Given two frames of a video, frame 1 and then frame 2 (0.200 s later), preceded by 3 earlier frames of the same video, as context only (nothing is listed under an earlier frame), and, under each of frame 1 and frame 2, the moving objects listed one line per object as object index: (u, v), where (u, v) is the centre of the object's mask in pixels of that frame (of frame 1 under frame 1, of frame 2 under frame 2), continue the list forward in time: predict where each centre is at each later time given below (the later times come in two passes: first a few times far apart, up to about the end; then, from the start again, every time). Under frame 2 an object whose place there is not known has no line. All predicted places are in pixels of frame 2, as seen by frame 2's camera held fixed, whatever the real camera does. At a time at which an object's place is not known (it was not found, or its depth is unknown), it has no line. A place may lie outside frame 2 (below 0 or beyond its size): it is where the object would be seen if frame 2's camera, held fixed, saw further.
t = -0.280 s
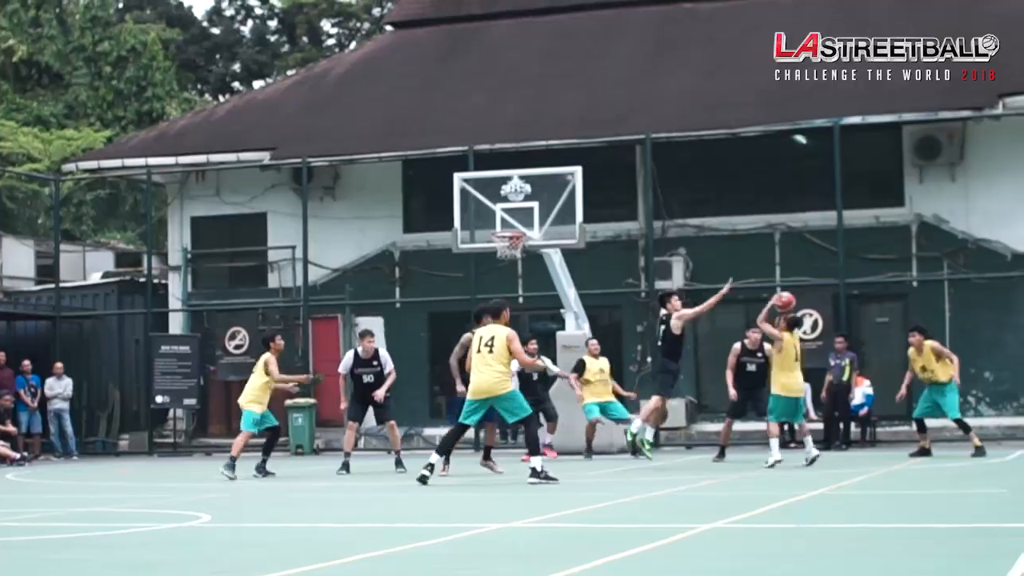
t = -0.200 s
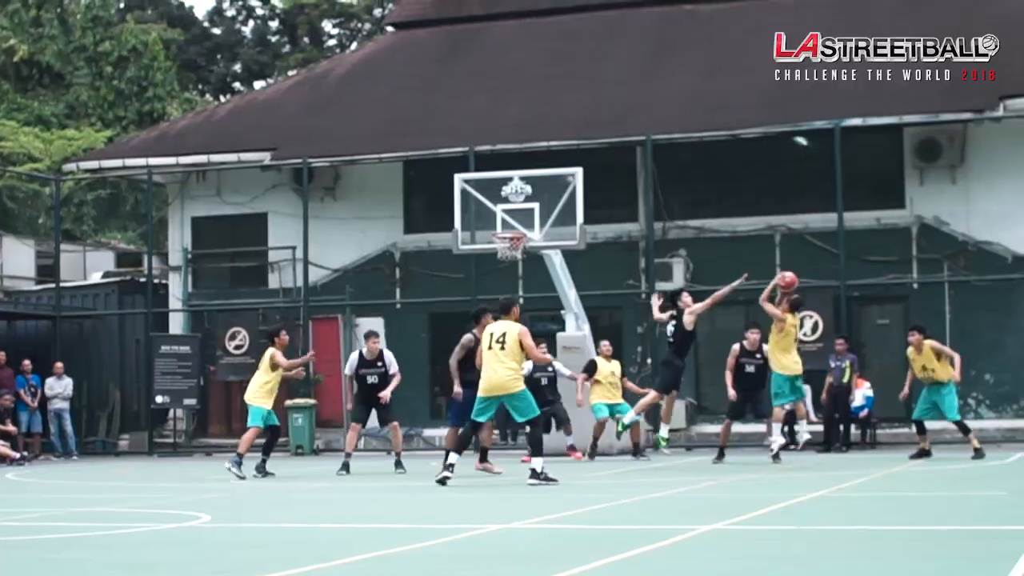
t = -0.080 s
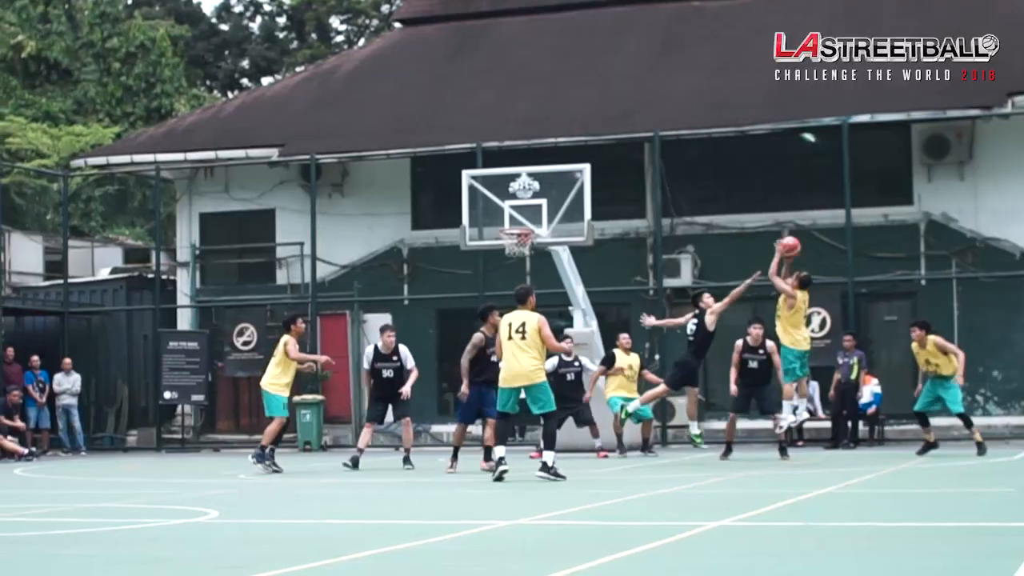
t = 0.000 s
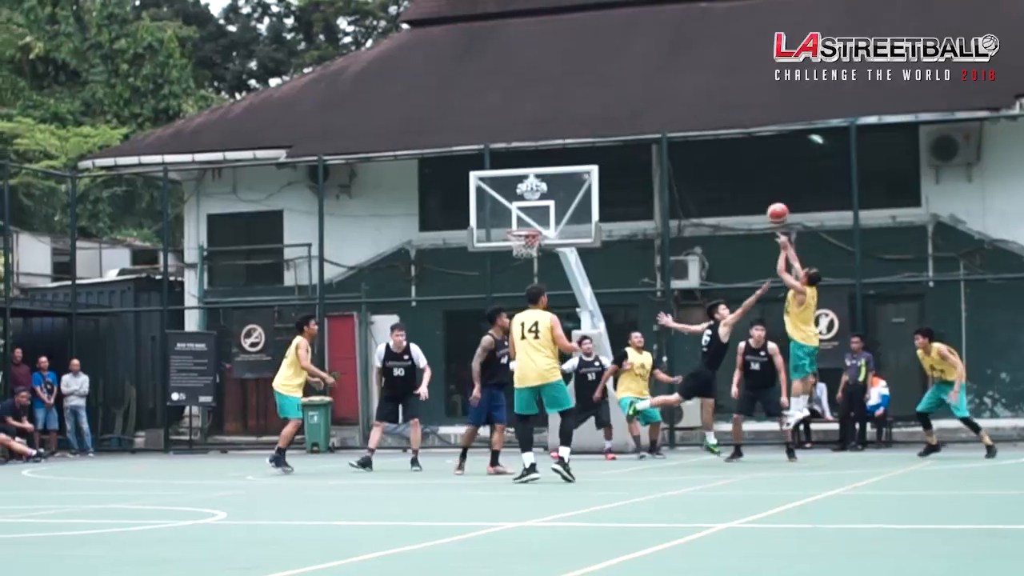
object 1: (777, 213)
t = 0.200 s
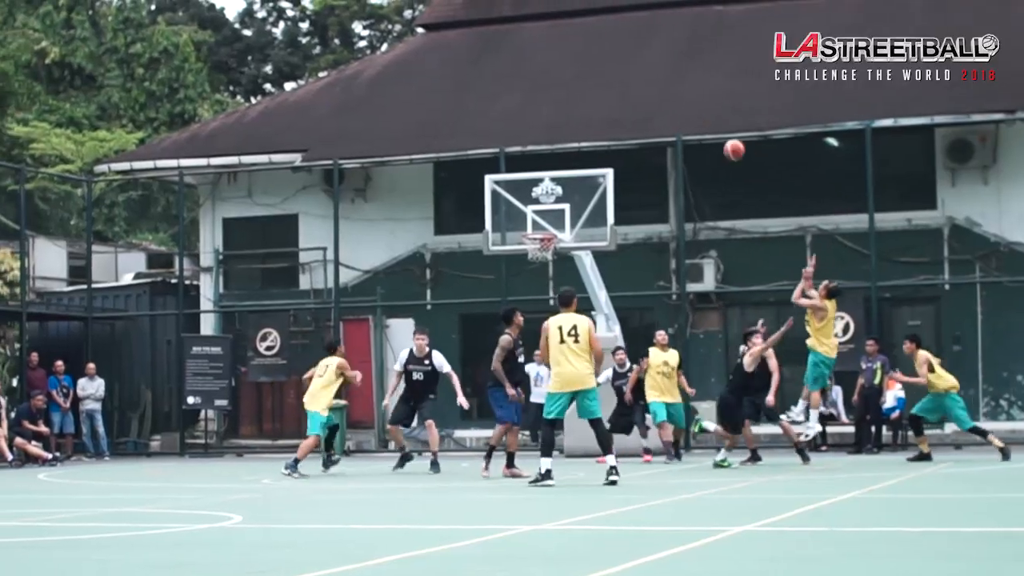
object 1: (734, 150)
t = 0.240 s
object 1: (722, 141)
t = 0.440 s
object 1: (669, 117)
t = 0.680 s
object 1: (611, 131)
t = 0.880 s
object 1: (567, 173)
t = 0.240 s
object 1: (722, 141)
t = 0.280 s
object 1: (711, 133)
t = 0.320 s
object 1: (701, 128)
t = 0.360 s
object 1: (690, 123)
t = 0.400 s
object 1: (679, 119)
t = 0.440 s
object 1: (669, 117)
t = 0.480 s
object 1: (659, 116)
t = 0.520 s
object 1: (648, 117)
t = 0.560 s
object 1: (639, 118)
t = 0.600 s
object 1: (629, 122)
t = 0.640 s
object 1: (620, 126)
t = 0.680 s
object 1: (611, 131)
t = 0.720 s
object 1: (601, 137)
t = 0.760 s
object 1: (593, 145)
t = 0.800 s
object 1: (583, 154)
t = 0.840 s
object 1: (574, 163)
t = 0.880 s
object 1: (567, 173)
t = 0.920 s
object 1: (559, 185)
